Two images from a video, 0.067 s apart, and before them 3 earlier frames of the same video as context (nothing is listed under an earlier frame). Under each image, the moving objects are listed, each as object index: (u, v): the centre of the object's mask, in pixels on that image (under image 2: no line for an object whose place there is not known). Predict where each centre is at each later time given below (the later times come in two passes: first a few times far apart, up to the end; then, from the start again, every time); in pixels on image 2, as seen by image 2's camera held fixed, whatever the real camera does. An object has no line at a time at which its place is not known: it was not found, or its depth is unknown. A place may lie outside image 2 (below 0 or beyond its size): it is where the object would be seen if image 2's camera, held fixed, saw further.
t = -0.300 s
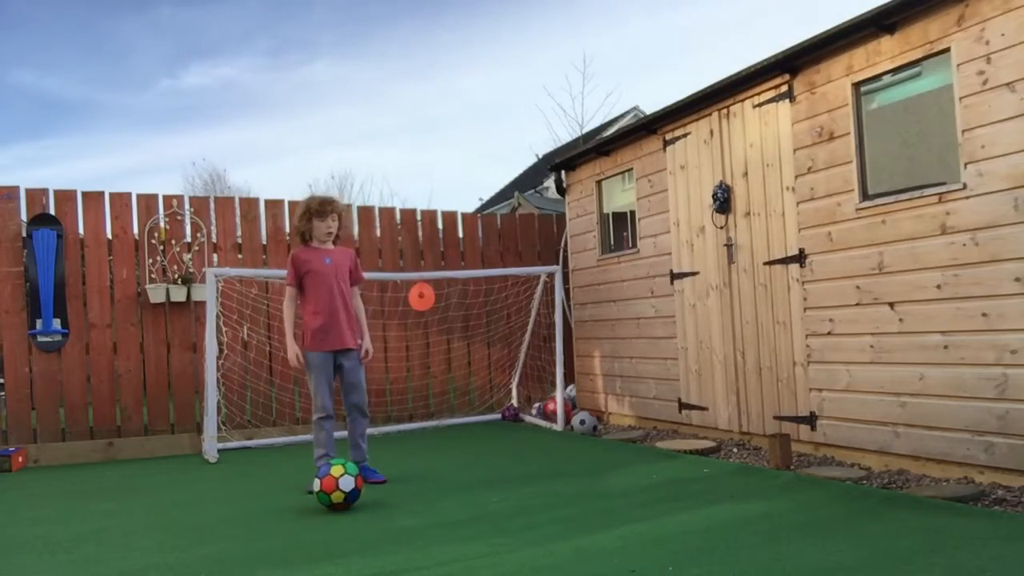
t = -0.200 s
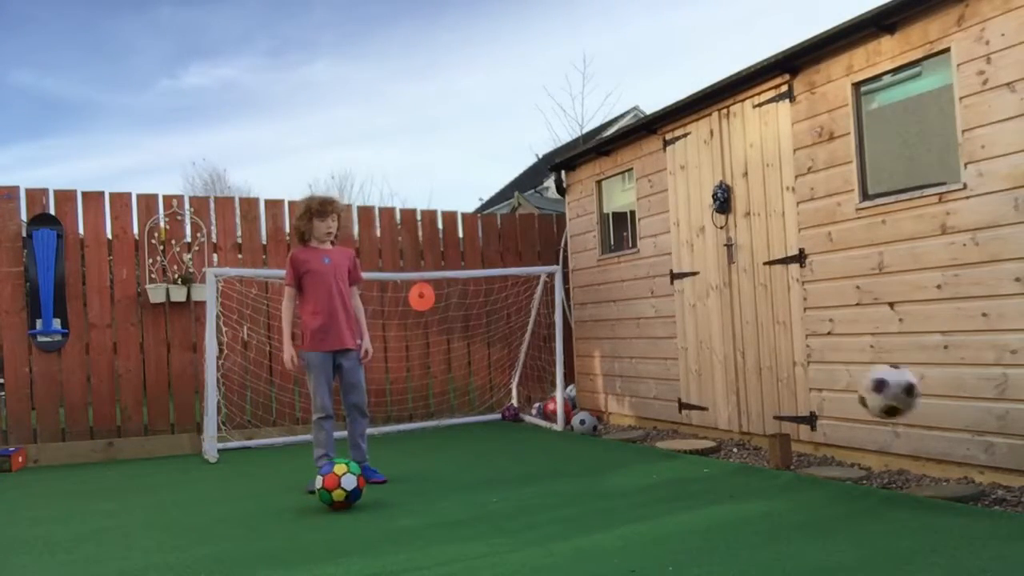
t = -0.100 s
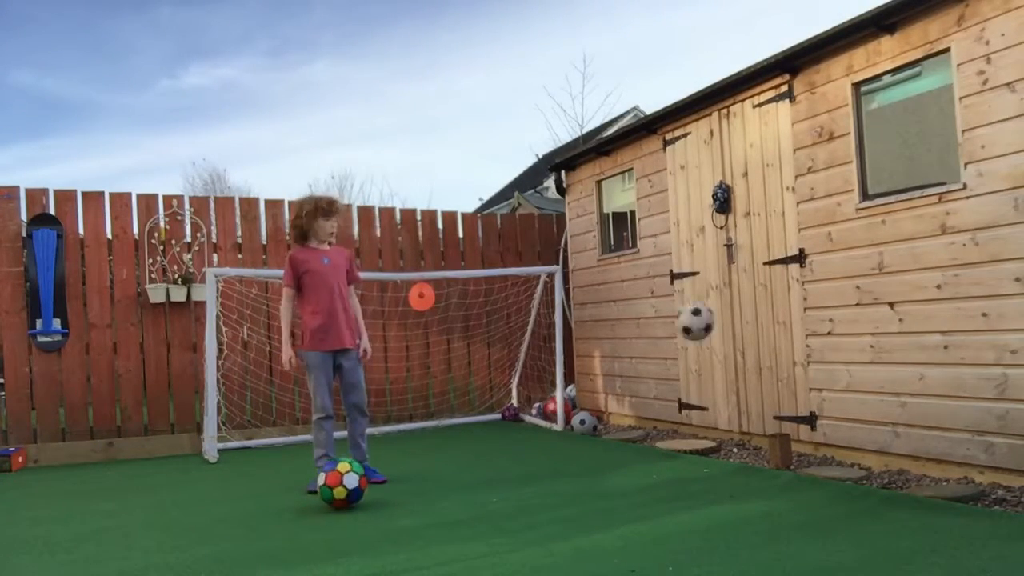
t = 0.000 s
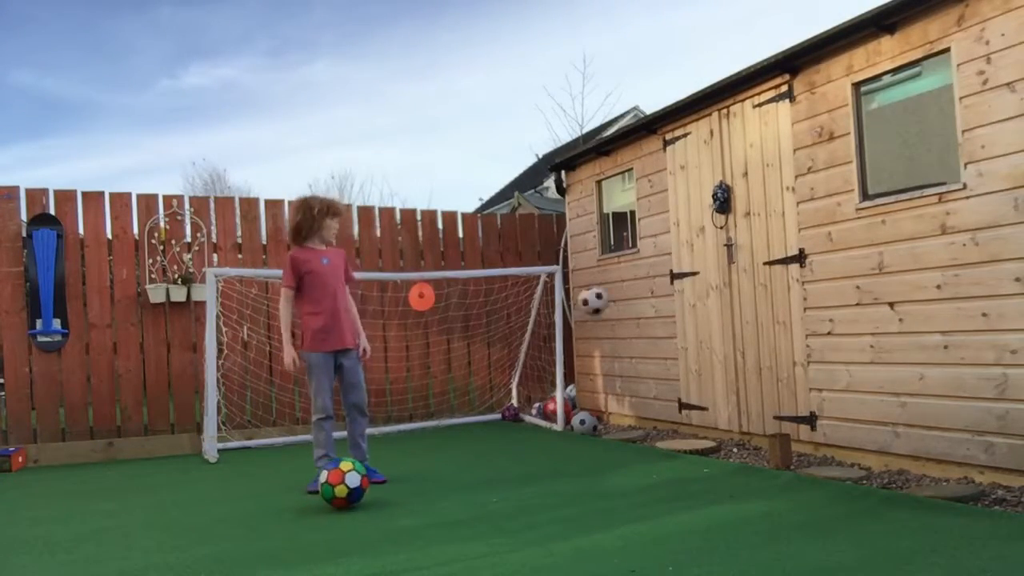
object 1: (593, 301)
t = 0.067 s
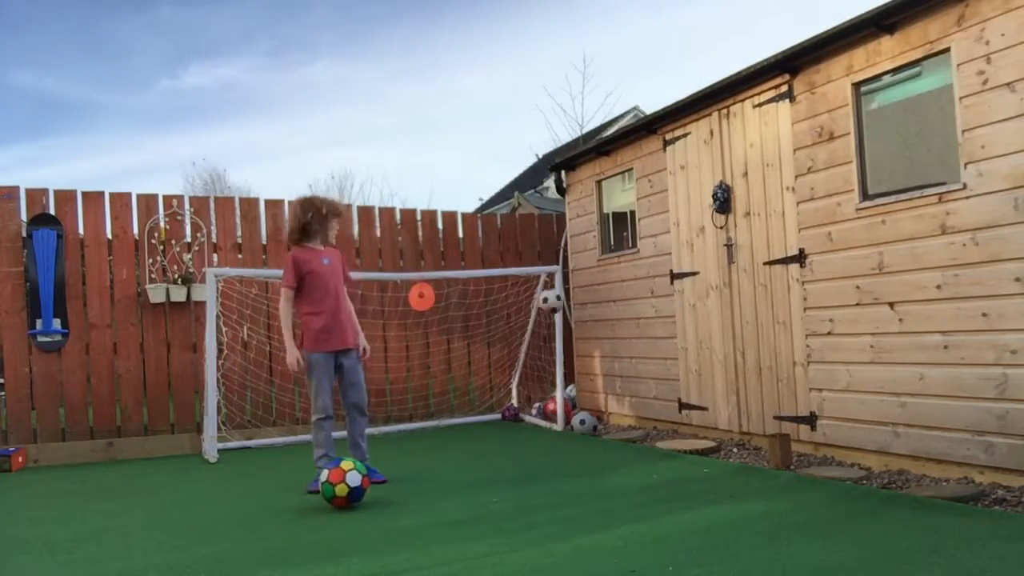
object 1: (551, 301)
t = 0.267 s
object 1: (484, 326)
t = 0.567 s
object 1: (501, 419)
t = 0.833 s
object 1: (512, 375)
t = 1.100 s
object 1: (535, 429)
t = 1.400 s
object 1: (550, 432)
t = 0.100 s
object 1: (534, 304)
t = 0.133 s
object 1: (520, 309)
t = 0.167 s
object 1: (508, 316)
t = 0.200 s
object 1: (496, 323)
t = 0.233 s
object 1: (488, 329)
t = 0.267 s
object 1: (484, 326)
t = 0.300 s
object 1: (479, 326)
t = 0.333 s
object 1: (477, 330)
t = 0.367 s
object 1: (480, 337)
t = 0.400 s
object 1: (483, 346)
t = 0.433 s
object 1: (486, 356)
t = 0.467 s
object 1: (489, 369)
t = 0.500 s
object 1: (493, 384)
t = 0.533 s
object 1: (497, 402)
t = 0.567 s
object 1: (501, 419)
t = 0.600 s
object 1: (502, 410)
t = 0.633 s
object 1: (502, 400)
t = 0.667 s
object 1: (503, 392)
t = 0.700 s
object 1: (505, 385)
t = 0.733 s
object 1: (507, 380)
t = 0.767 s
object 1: (508, 377)
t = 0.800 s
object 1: (510, 376)
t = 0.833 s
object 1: (512, 375)
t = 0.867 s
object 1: (514, 375)
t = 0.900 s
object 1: (516, 376)
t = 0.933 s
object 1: (518, 378)
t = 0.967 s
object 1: (522, 384)
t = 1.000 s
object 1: (525, 393)
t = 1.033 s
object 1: (527, 402)
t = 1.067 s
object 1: (531, 414)
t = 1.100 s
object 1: (535, 429)
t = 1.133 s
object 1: (536, 432)
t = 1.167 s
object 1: (537, 422)
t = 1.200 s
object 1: (539, 418)
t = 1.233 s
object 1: (541, 415)
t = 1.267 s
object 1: (543, 416)
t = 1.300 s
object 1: (544, 417)
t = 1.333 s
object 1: (546, 421)
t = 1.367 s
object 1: (549, 426)
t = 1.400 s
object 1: (550, 432)
